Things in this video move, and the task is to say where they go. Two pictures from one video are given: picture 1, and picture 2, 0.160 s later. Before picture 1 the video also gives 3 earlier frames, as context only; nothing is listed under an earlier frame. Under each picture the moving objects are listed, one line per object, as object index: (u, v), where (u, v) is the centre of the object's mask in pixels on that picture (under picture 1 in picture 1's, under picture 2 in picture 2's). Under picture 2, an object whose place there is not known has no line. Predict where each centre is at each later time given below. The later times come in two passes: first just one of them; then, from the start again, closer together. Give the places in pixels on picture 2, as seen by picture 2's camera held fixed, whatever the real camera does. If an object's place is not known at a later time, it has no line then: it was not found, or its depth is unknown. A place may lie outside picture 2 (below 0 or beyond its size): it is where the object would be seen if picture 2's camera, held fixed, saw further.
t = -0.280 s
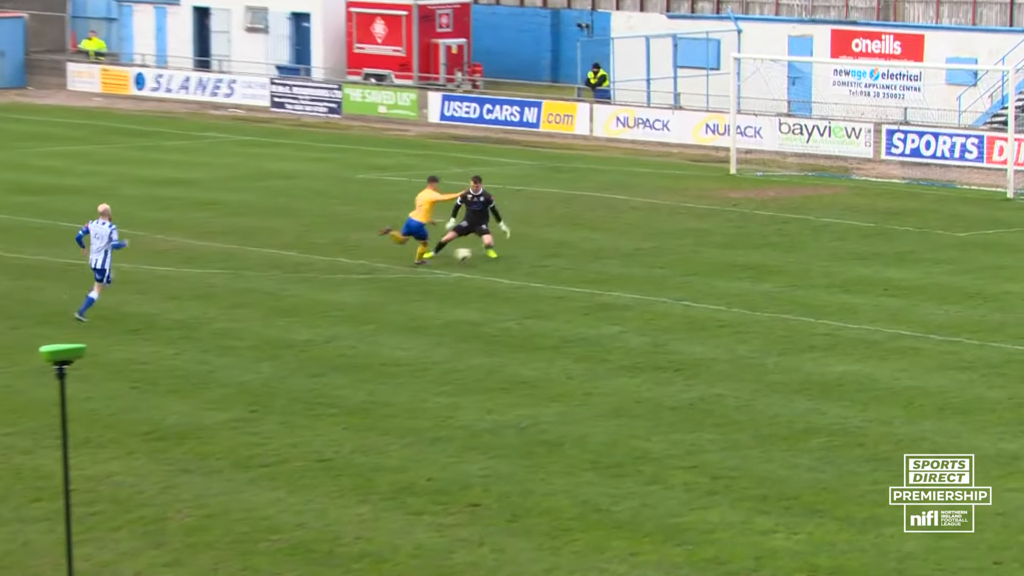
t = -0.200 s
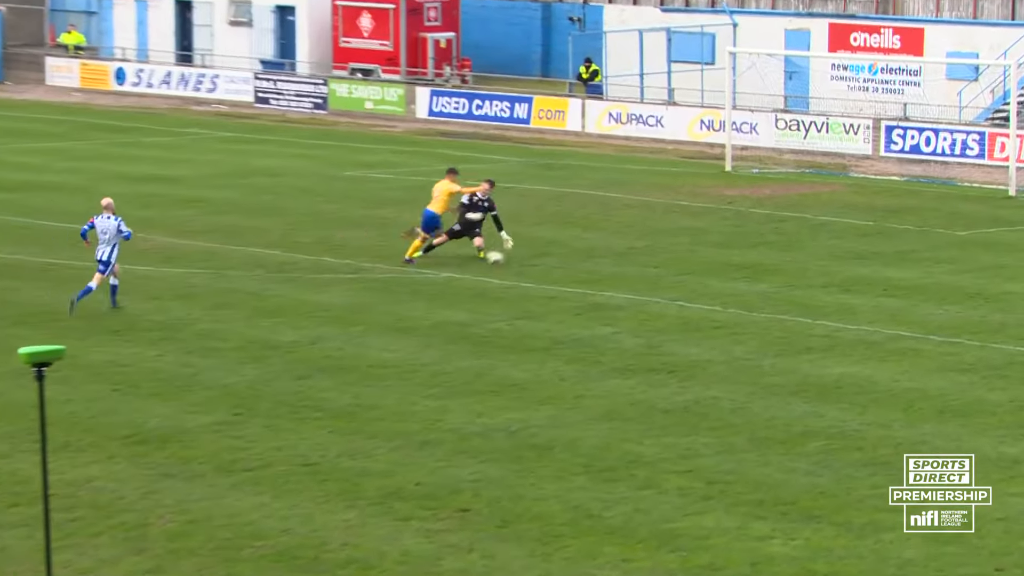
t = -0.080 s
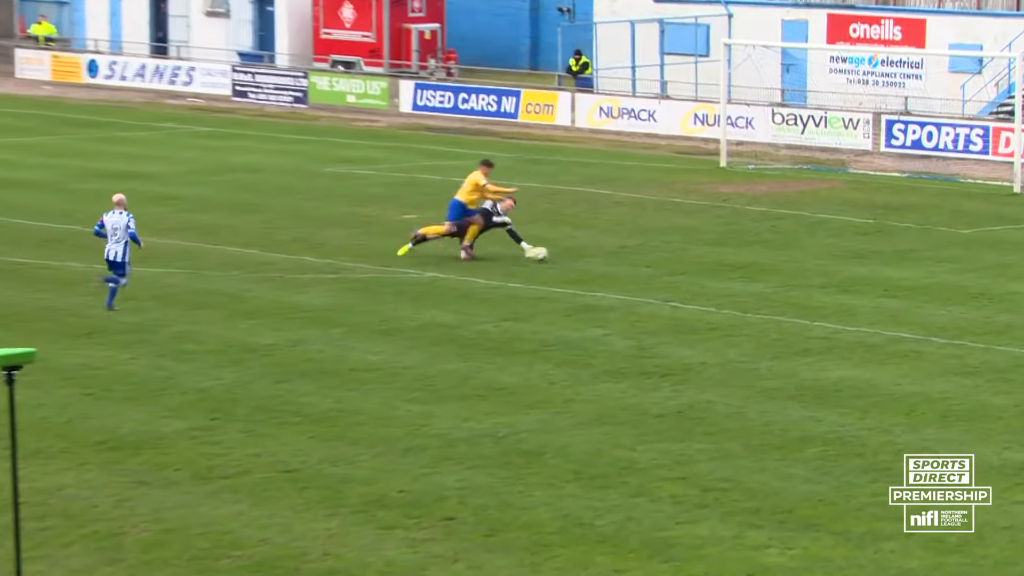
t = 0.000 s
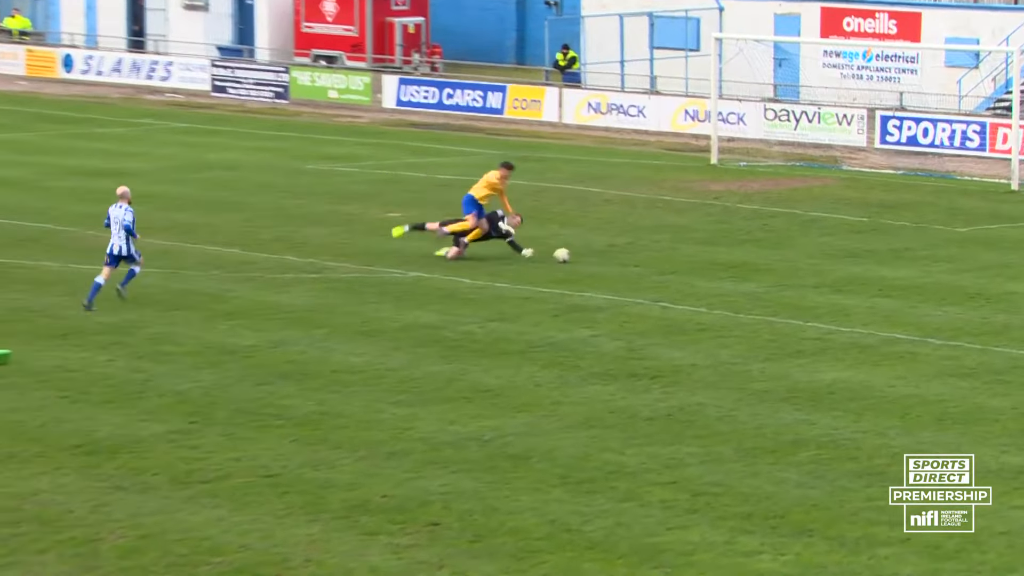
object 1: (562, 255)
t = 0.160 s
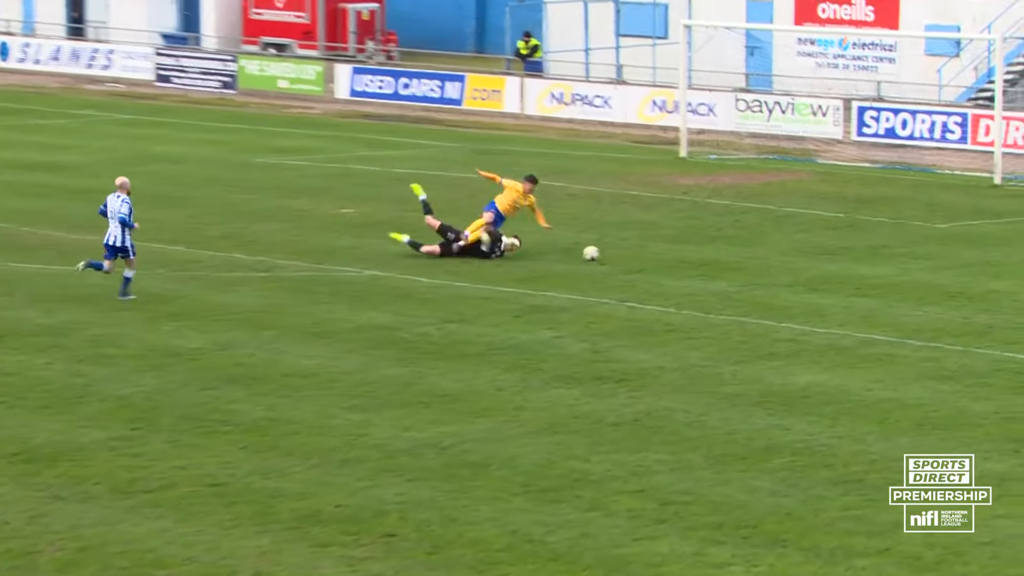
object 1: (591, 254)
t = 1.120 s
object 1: (951, 248)
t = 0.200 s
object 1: (606, 253)
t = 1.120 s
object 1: (951, 248)
